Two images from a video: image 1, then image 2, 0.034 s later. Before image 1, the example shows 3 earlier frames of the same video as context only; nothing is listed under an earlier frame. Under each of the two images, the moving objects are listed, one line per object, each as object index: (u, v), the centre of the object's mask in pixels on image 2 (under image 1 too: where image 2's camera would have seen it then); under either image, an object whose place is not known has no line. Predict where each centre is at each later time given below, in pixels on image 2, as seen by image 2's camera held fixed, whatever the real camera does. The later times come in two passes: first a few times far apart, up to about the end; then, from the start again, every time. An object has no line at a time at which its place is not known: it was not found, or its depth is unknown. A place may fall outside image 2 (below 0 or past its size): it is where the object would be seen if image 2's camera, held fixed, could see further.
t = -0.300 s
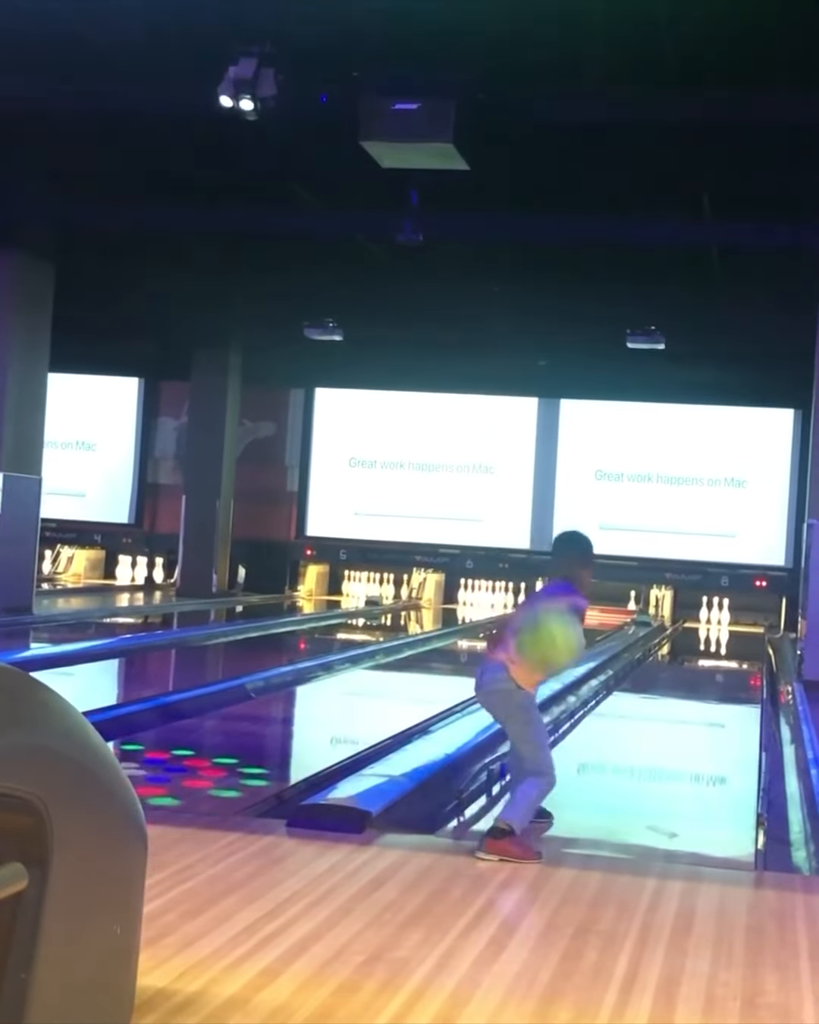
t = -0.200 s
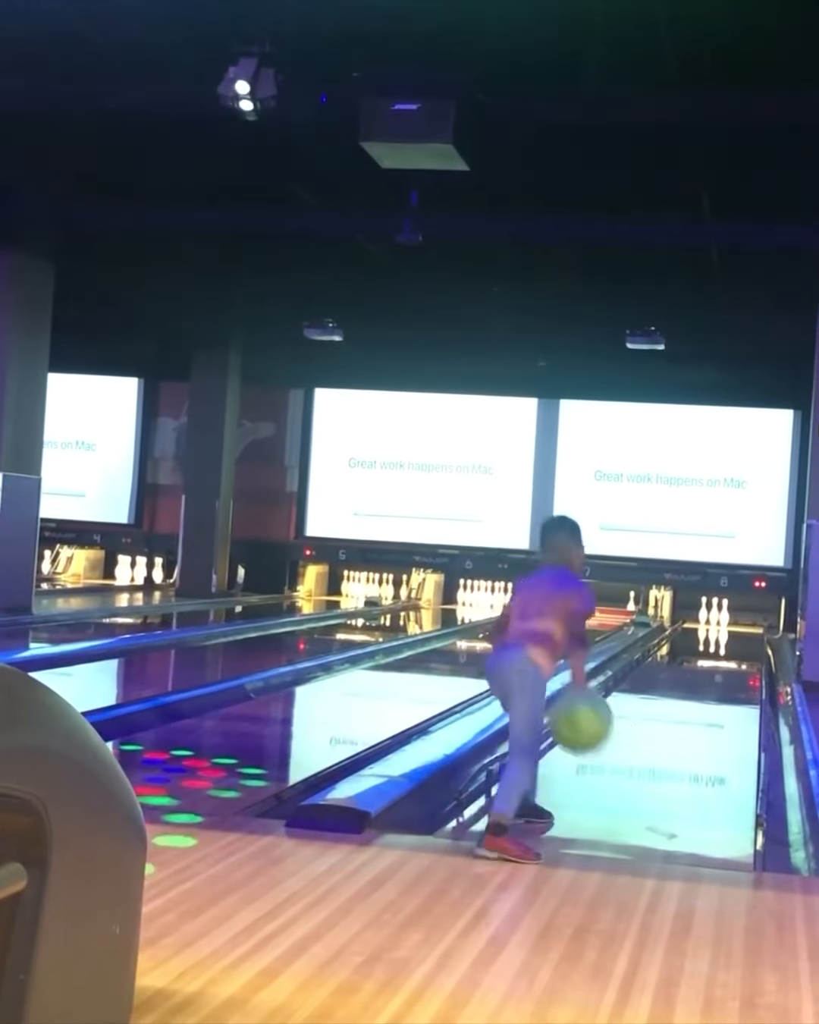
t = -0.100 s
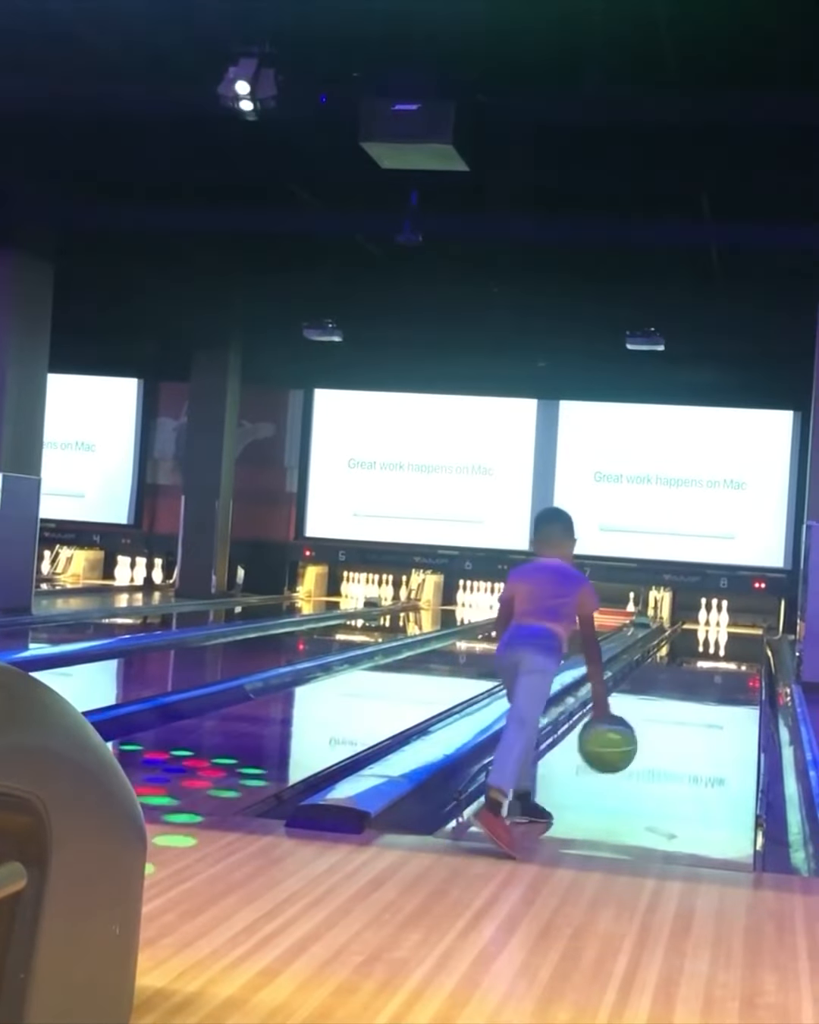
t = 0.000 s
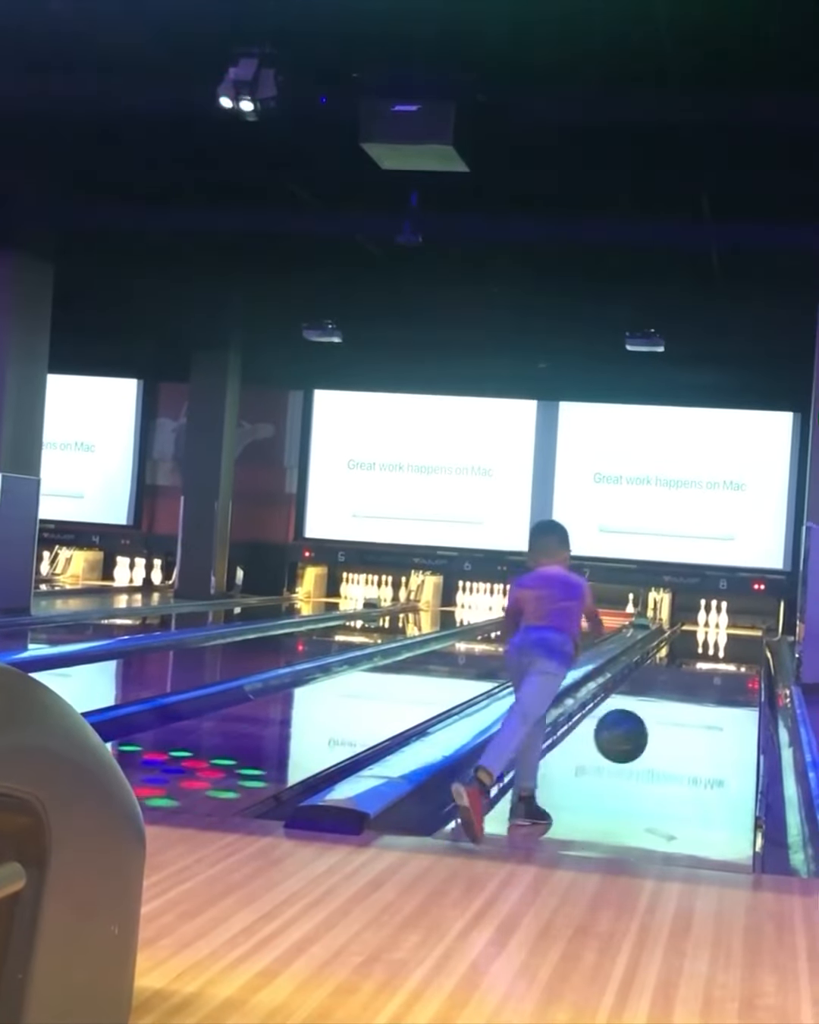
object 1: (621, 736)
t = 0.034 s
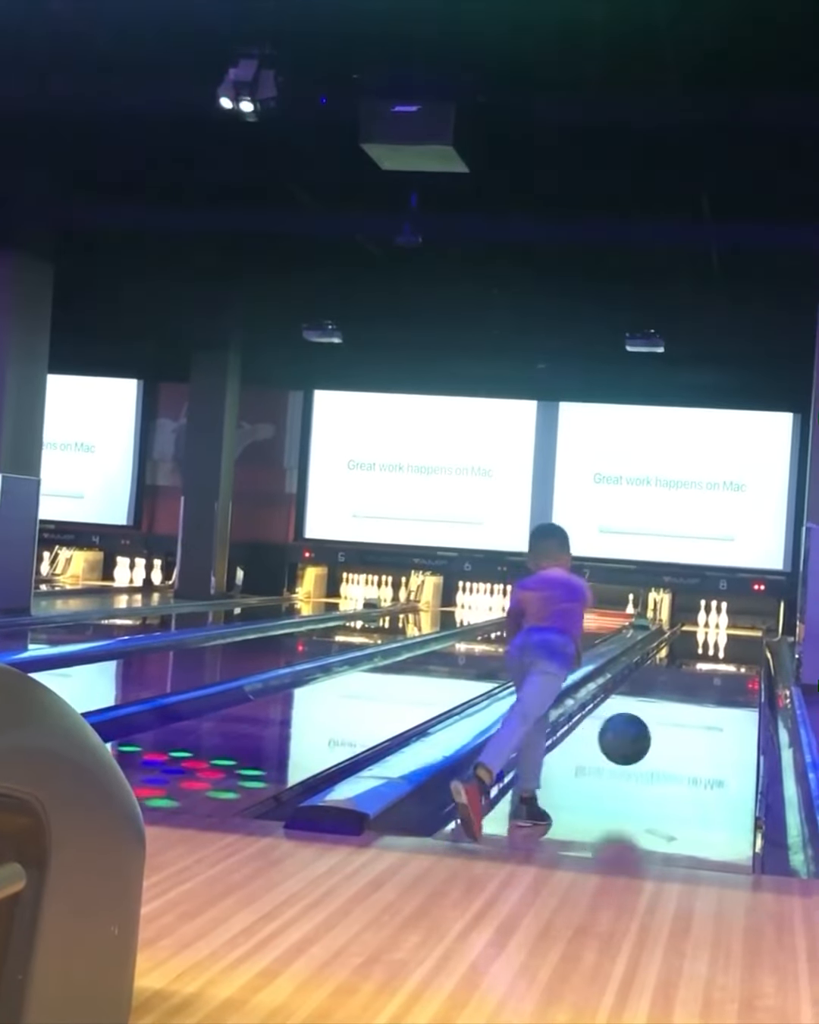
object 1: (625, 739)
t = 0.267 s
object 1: (646, 733)
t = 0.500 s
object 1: (661, 708)
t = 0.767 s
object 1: (674, 686)
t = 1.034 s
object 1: (683, 670)
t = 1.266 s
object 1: (689, 660)
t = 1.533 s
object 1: (692, 652)
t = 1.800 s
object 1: (698, 647)
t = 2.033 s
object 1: (702, 639)
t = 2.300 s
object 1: (704, 631)
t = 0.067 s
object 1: (628, 743)
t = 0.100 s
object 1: (630, 750)
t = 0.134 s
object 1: (634, 753)
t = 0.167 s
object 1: (637, 744)
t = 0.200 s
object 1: (640, 737)
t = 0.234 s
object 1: (643, 734)
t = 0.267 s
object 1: (646, 733)
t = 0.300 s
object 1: (648, 730)
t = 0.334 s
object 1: (651, 726)
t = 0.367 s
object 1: (653, 722)
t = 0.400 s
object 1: (655, 719)
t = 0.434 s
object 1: (658, 715)
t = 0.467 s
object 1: (660, 712)
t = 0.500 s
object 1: (661, 708)
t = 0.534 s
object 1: (663, 705)
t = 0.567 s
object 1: (665, 702)
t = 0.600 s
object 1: (666, 699)
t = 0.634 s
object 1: (668, 695)
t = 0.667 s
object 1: (670, 693)
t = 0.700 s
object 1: (671, 691)
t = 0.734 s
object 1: (672, 688)
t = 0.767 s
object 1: (674, 686)
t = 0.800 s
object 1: (675, 684)
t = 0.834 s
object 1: (676, 682)
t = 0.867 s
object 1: (678, 680)
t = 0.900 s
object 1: (678, 677)
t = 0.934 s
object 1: (680, 675)
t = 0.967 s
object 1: (680, 673)
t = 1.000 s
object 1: (682, 671)
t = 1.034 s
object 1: (683, 670)
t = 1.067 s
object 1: (684, 670)
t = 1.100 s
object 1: (685, 667)
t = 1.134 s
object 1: (686, 665)
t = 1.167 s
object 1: (687, 664)
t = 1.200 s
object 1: (688, 662)
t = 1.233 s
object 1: (688, 661)
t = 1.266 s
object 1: (689, 660)
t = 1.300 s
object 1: (689, 659)
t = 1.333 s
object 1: (690, 658)
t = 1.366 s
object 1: (691, 657)
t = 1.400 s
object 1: (691, 655)
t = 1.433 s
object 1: (692, 654)
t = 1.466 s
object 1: (692, 654)
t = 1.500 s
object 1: (692, 653)
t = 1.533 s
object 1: (692, 652)
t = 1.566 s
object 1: (695, 651)
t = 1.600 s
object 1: (696, 651)
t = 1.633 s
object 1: (696, 651)
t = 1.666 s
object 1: (696, 650)
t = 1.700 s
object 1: (696, 649)
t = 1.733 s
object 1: (696, 648)
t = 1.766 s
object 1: (697, 648)
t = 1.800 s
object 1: (698, 647)
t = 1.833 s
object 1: (698, 647)
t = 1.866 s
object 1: (698, 646)
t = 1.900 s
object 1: (700, 645)
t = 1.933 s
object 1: (700, 647)
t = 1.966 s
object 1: (700, 645)
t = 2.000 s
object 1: (701, 640)
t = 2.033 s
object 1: (702, 639)
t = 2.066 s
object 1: (703, 636)
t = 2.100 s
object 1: (703, 635)
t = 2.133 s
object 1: (703, 635)
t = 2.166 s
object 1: (703, 635)
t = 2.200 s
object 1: (703, 634)
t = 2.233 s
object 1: (704, 633)
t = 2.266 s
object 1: (704, 632)
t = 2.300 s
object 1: (704, 631)
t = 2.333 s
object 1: (705, 631)
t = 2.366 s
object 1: (705, 630)
